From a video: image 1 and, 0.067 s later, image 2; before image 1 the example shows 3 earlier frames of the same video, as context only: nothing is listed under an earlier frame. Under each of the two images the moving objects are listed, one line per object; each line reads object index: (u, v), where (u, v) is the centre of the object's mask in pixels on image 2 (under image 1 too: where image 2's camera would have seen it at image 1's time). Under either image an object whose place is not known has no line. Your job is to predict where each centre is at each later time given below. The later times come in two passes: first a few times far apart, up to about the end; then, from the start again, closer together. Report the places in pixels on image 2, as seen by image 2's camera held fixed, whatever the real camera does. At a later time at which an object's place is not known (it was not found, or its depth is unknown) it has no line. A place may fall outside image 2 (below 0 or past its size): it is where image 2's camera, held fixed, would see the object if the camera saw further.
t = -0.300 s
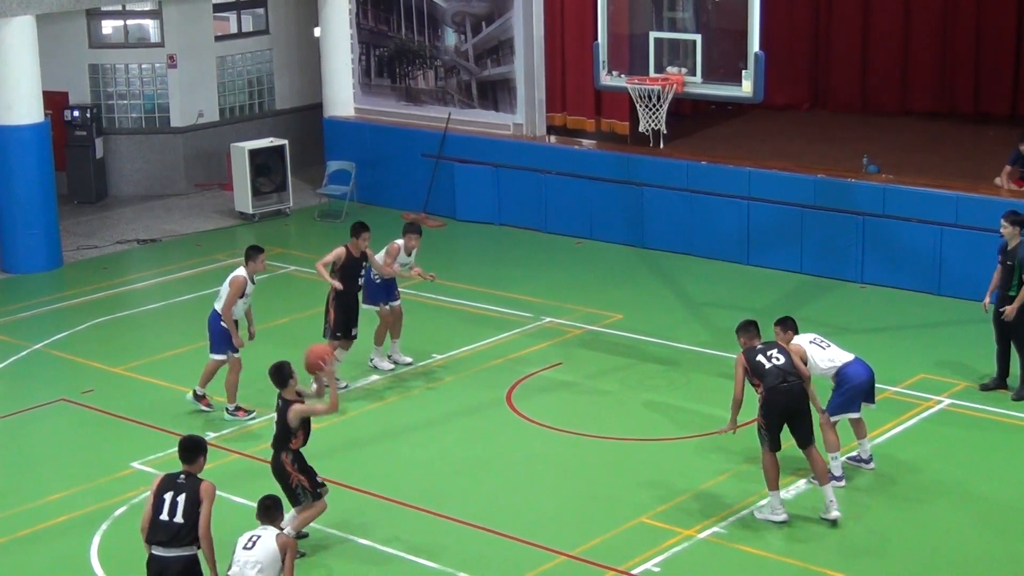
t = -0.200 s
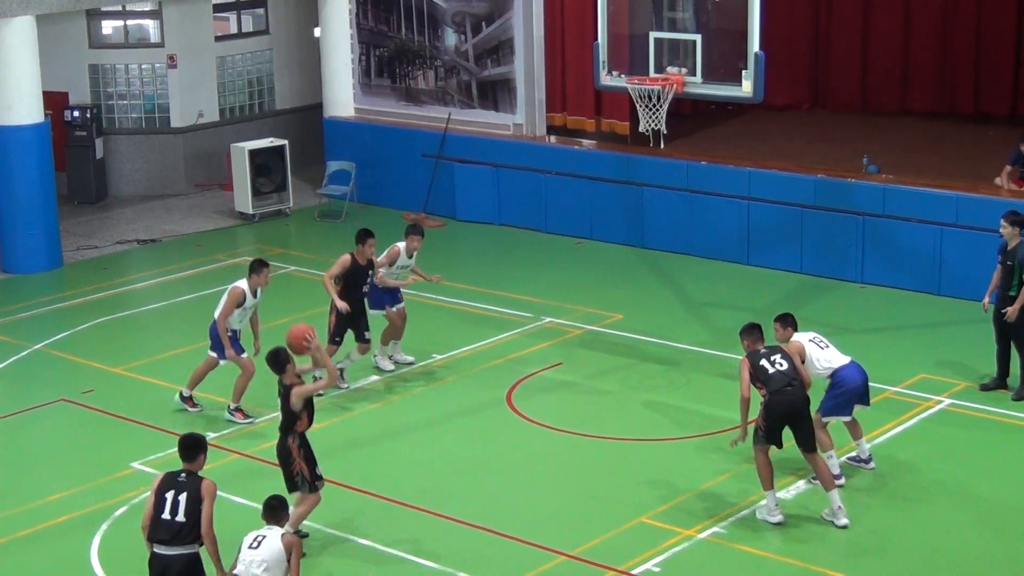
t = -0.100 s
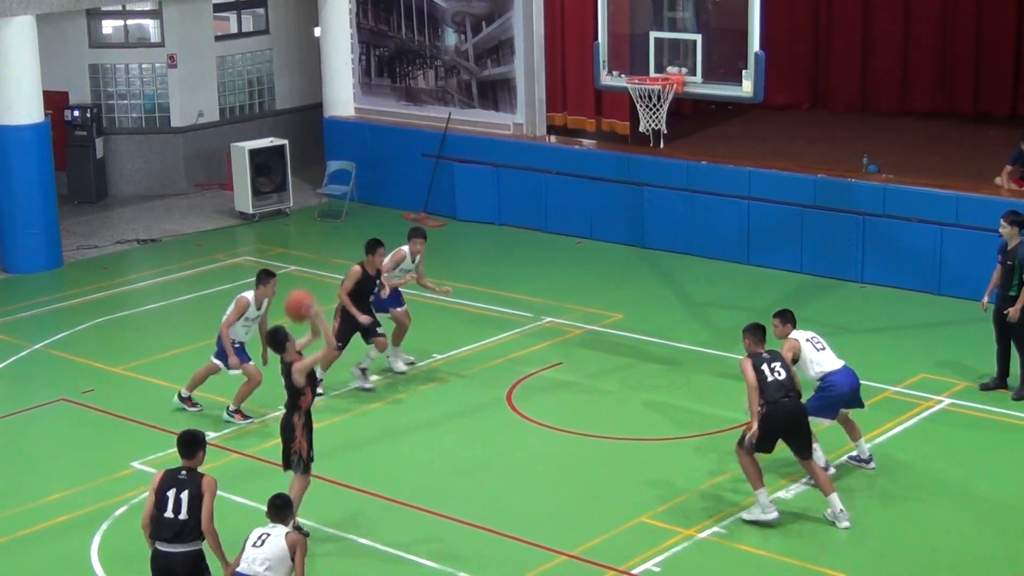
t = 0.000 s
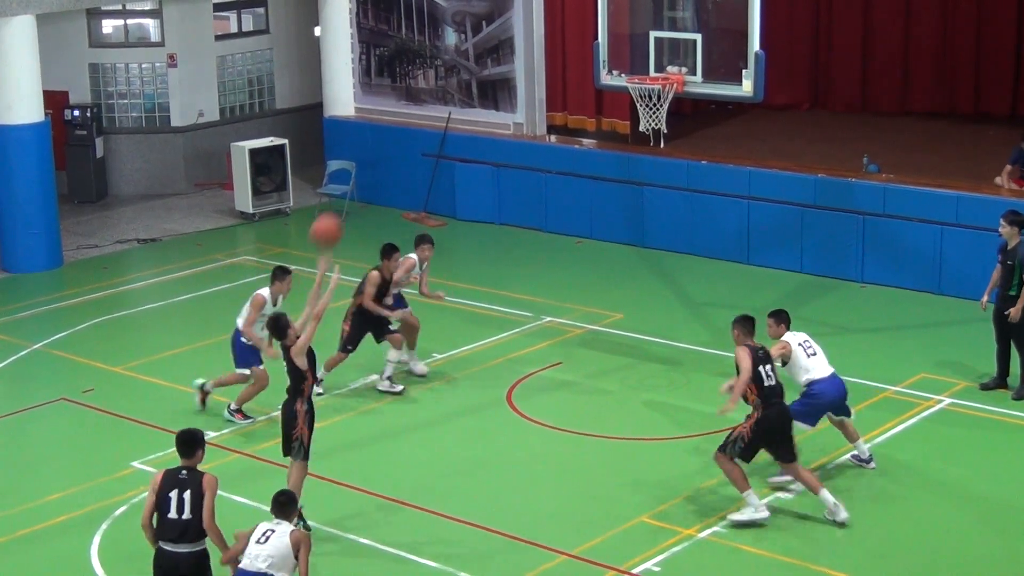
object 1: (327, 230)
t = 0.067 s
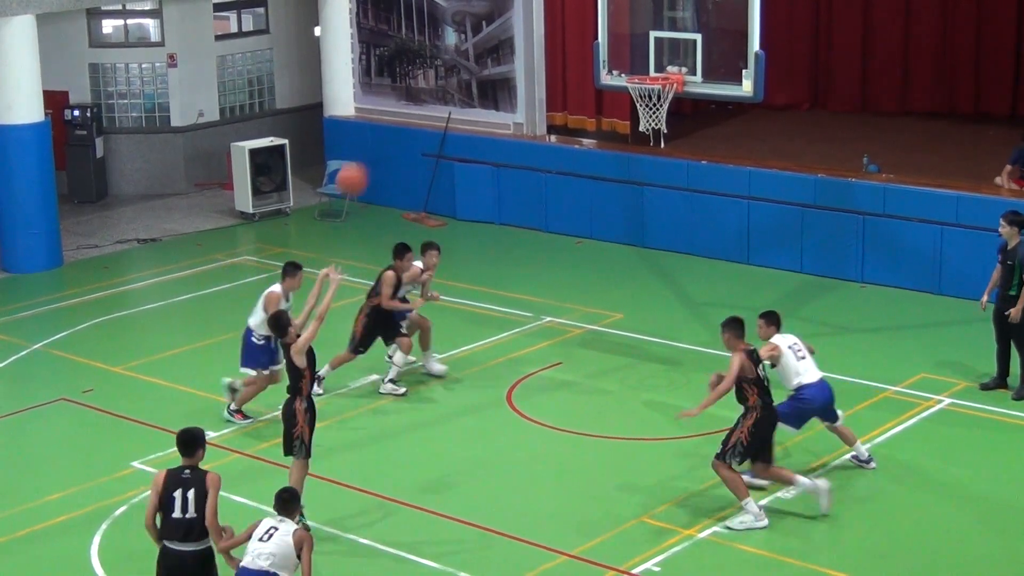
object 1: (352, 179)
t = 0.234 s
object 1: (414, 81)
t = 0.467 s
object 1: (498, 7)
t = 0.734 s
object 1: (584, 6)
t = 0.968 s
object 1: (653, 62)
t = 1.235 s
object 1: (630, 94)
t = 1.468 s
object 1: (642, 111)
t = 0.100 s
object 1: (365, 155)
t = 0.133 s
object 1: (377, 135)
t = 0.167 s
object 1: (389, 115)
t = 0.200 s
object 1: (403, 96)
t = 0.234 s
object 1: (414, 81)
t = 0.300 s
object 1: (439, 51)
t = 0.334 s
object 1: (451, 39)
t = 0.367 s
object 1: (463, 27)
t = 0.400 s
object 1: (475, 19)
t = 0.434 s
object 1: (487, 11)
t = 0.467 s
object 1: (498, 7)
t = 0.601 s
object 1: (543, 1)
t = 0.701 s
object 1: (574, 3)
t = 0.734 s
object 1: (584, 6)
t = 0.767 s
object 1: (594, 8)
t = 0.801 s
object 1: (605, 15)
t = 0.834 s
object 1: (616, 21)
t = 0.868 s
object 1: (625, 30)
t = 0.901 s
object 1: (634, 41)
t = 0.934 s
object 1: (643, 51)
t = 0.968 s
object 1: (653, 62)
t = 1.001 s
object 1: (661, 72)
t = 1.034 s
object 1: (662, 75)
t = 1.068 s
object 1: (657, 79)
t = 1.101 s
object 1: (653, 84)
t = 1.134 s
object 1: (645, 88)
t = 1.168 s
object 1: (639, 92)
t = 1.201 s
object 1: (633, 95)
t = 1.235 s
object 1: (630, 94)
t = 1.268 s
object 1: (629, 94)
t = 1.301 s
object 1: (628, 94)
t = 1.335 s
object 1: (629, 95)
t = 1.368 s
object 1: (629, 96)
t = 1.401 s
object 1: (634, 101)
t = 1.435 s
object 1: (639, 107)
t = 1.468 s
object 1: (642, 111)
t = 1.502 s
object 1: (645, 115)
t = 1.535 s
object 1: (649, 120)
